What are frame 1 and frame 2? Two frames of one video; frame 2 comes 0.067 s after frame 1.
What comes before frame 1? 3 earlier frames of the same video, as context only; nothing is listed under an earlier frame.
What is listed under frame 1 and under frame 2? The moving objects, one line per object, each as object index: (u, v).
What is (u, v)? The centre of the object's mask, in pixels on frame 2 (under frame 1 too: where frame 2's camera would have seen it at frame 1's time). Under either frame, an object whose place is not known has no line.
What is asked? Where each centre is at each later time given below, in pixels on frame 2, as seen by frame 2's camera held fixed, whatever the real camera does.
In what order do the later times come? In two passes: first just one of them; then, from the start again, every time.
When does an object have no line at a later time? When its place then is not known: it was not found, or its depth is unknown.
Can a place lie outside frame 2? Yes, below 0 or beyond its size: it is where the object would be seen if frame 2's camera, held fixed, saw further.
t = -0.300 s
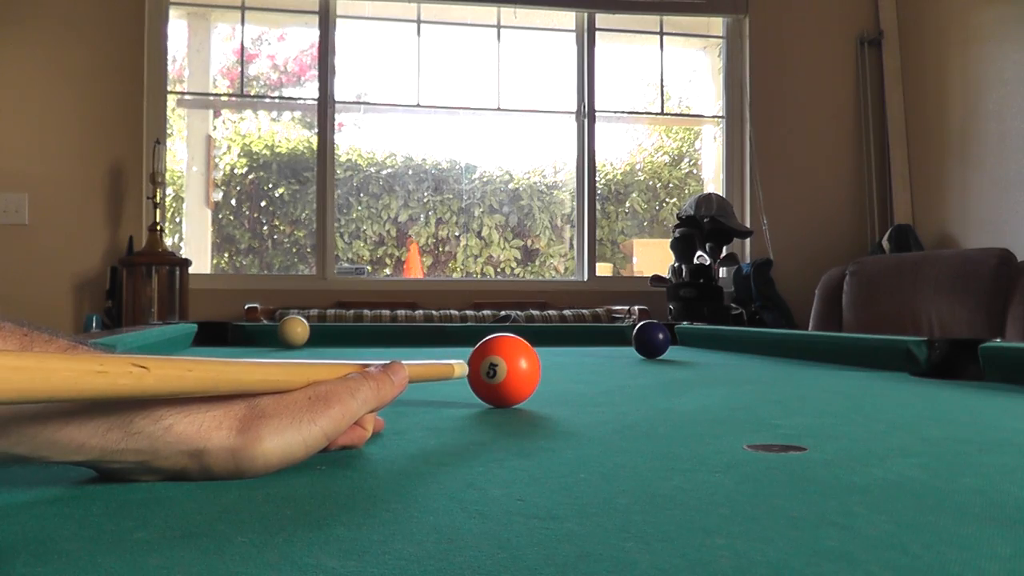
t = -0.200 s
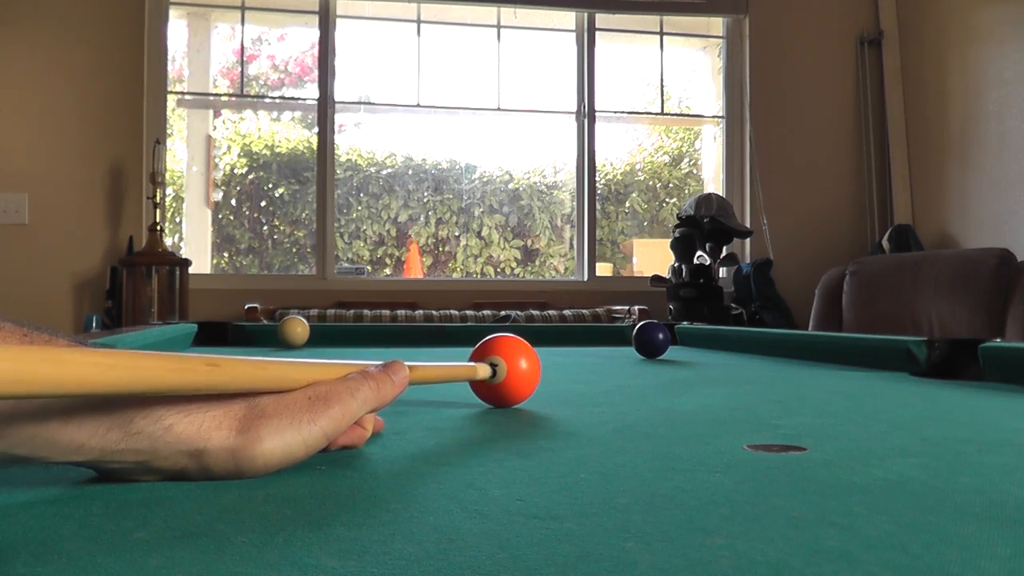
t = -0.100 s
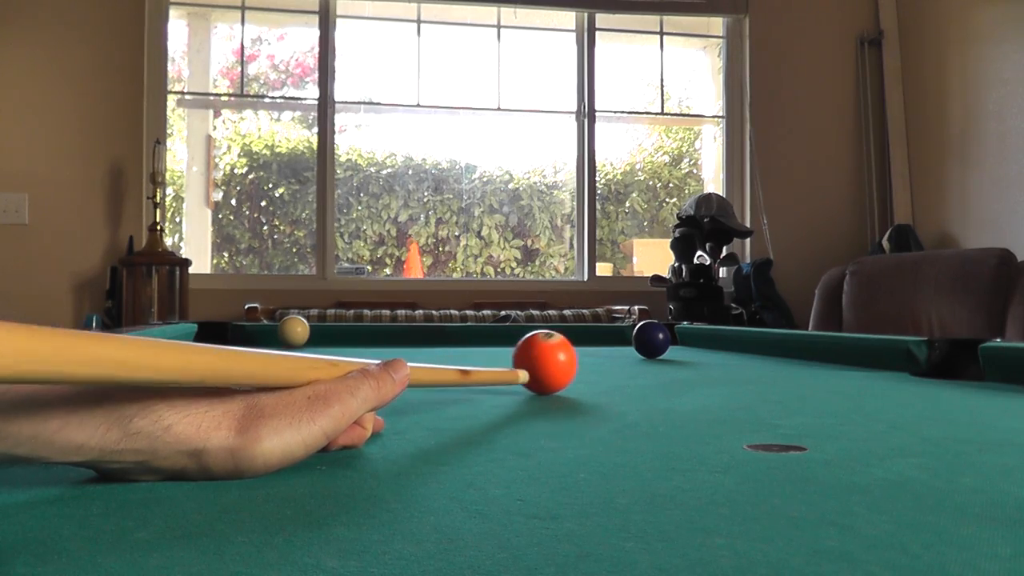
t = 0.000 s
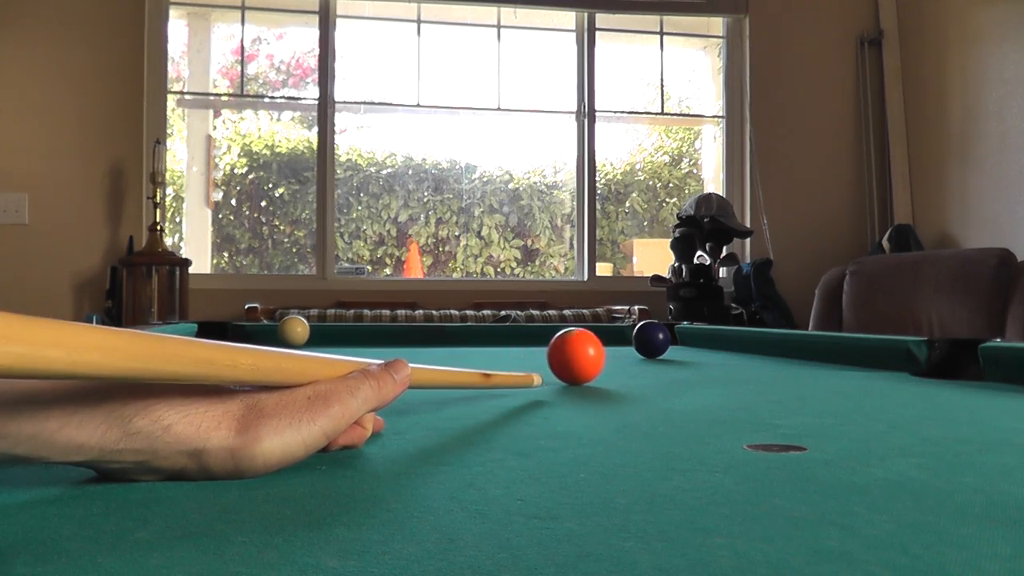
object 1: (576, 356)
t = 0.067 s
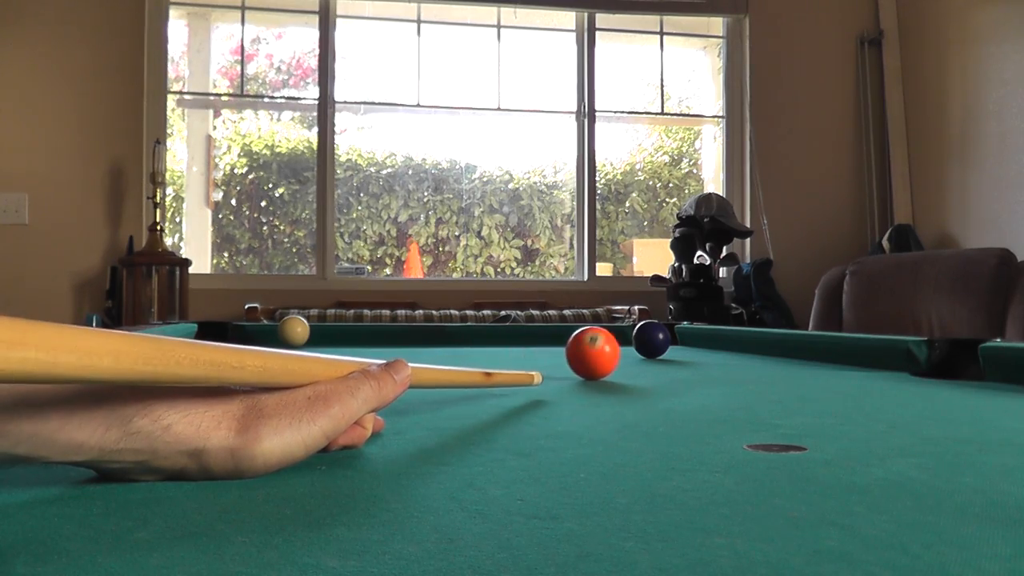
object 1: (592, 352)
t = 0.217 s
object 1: (623, 347)
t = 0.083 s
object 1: (596, 352)
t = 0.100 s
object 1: (600, 351)
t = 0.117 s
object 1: (604, 350)
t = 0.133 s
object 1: (607, 350)
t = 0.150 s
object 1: (611, 349)
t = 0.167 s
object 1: (614, 348)
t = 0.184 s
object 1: (617, 348)
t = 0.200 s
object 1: (620, 347)
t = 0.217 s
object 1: (623, 347)
